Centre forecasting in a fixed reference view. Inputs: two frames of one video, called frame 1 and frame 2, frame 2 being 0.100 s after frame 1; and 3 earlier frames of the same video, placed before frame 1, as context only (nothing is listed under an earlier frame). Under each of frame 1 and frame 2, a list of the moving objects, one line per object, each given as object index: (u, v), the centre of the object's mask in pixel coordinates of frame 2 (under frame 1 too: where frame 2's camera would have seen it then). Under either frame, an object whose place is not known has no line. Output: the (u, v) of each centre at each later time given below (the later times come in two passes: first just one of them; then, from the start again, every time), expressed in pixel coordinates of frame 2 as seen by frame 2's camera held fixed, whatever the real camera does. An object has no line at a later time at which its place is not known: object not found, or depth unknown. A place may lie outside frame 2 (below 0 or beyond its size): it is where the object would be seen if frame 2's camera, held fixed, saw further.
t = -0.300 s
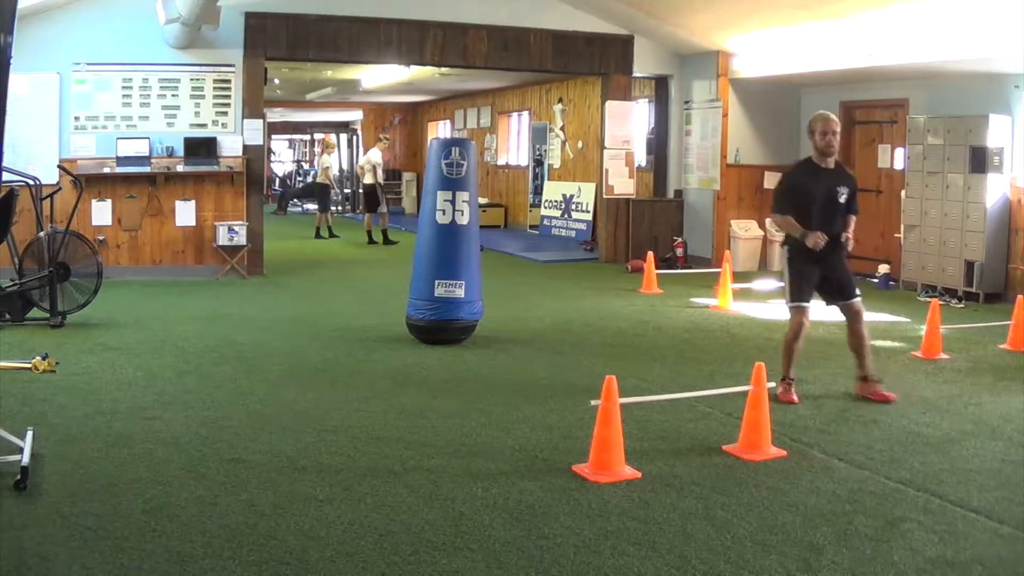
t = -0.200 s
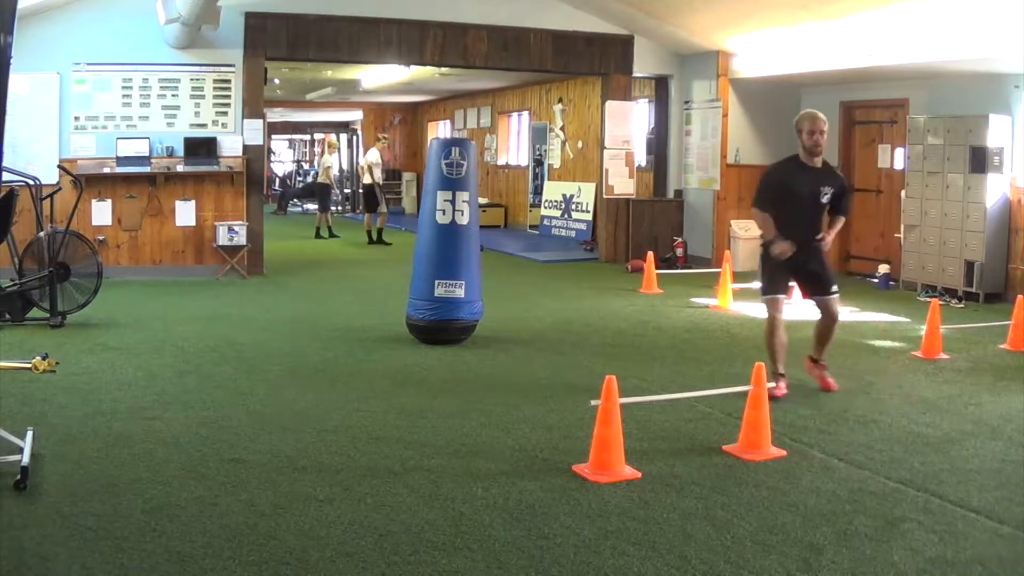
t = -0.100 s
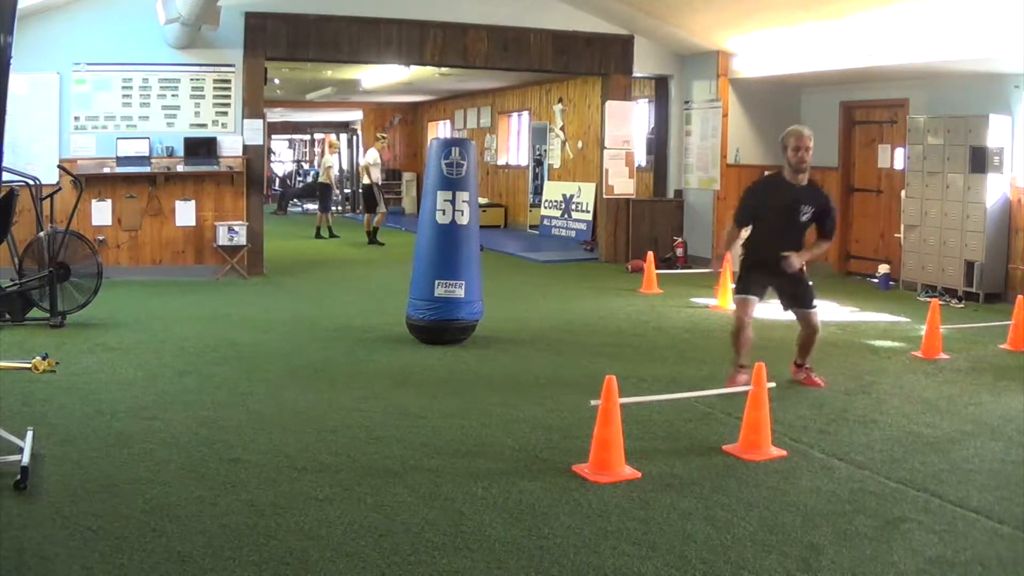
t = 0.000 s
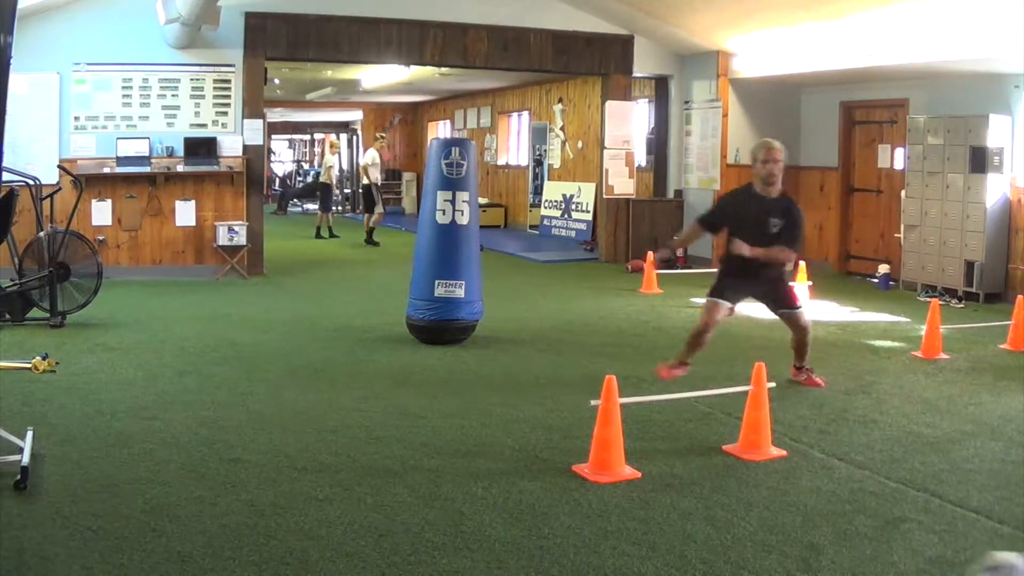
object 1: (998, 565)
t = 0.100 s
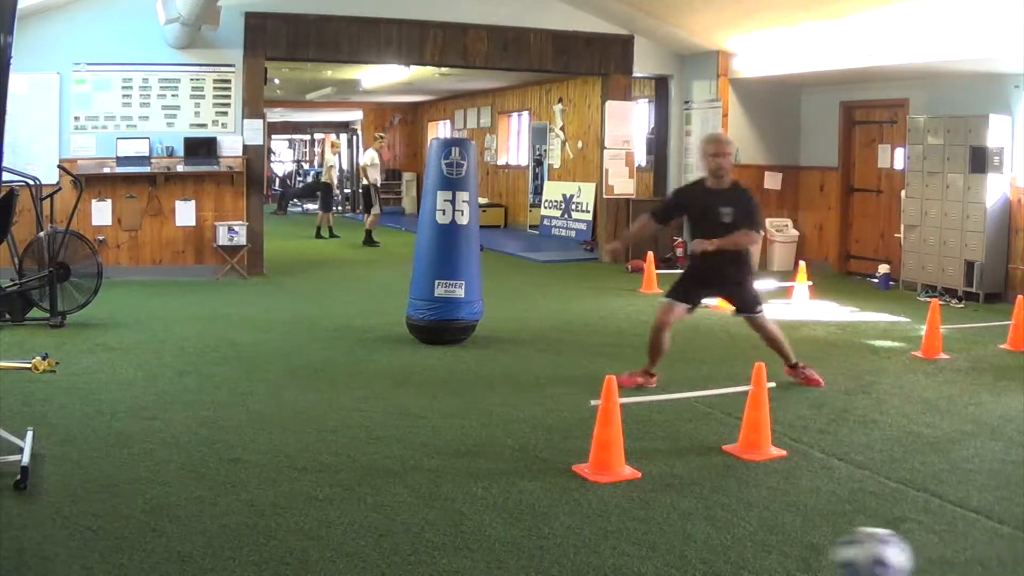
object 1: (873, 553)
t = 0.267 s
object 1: (690, 526)
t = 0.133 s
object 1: (830, 550)
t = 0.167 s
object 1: (793, 545)
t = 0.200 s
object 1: (757, 539)
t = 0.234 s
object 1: (722, 534)
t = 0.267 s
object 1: (690, 526)
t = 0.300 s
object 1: (662, 519)
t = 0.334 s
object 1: (632, 515)
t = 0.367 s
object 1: (606, 508)
